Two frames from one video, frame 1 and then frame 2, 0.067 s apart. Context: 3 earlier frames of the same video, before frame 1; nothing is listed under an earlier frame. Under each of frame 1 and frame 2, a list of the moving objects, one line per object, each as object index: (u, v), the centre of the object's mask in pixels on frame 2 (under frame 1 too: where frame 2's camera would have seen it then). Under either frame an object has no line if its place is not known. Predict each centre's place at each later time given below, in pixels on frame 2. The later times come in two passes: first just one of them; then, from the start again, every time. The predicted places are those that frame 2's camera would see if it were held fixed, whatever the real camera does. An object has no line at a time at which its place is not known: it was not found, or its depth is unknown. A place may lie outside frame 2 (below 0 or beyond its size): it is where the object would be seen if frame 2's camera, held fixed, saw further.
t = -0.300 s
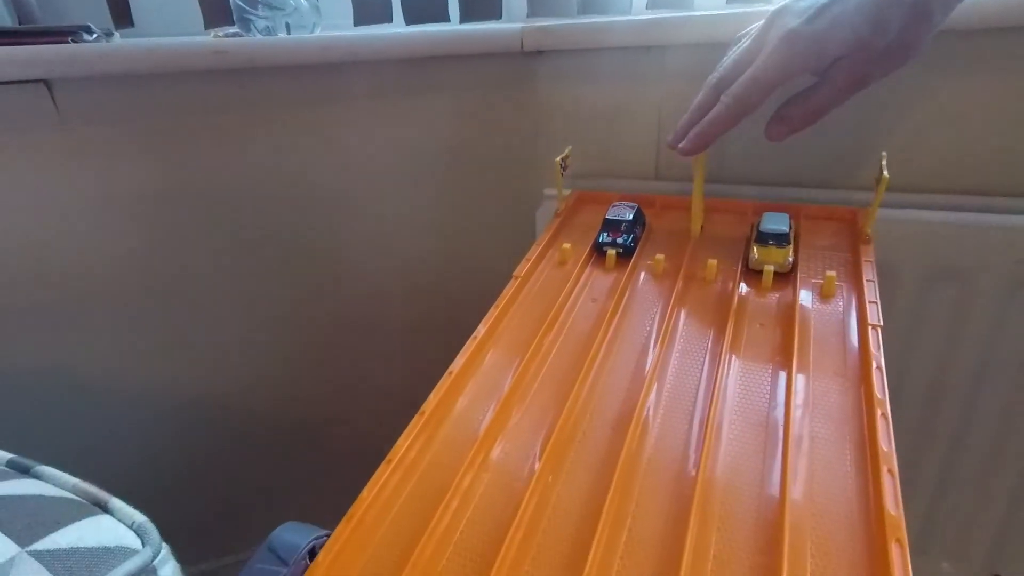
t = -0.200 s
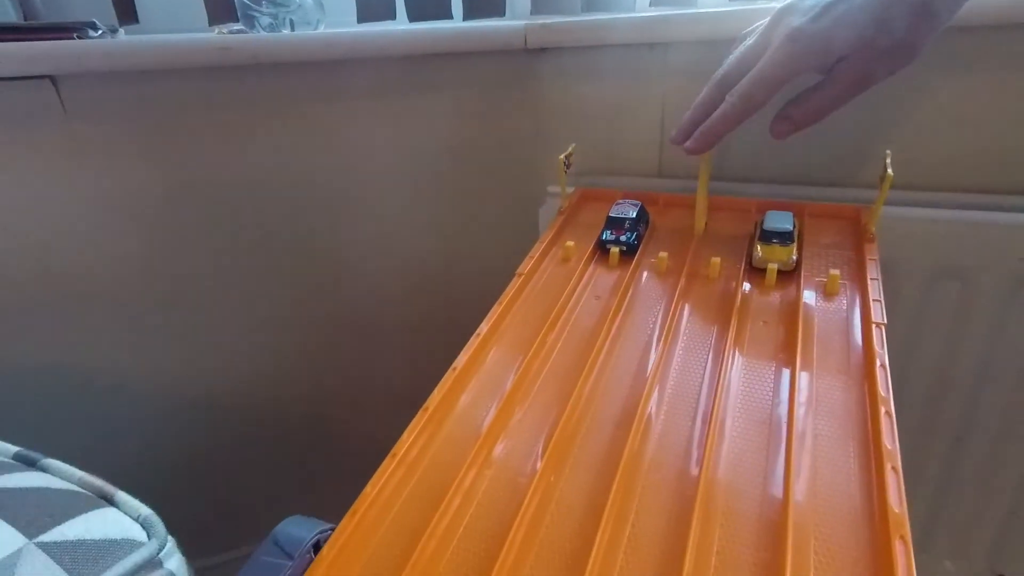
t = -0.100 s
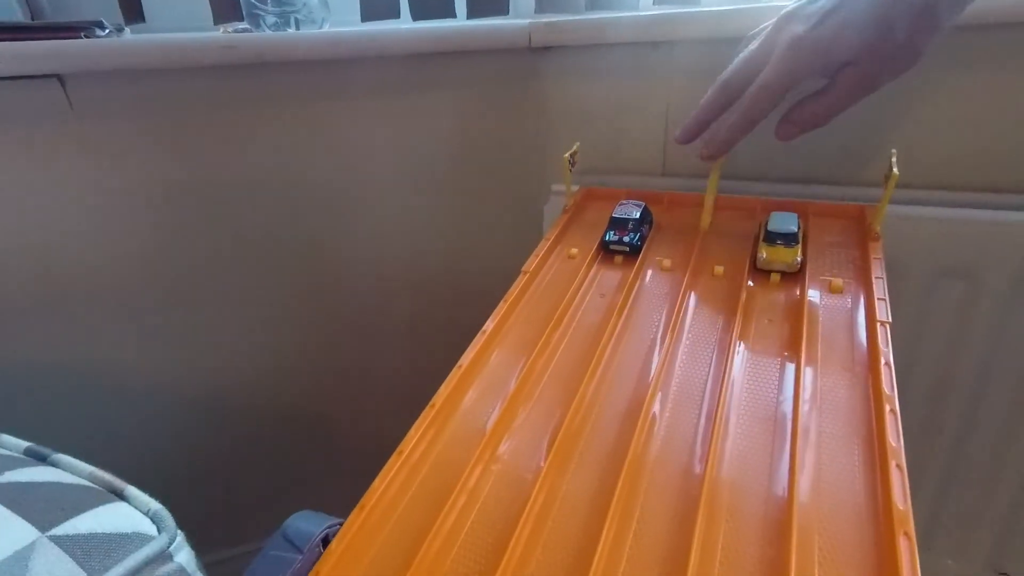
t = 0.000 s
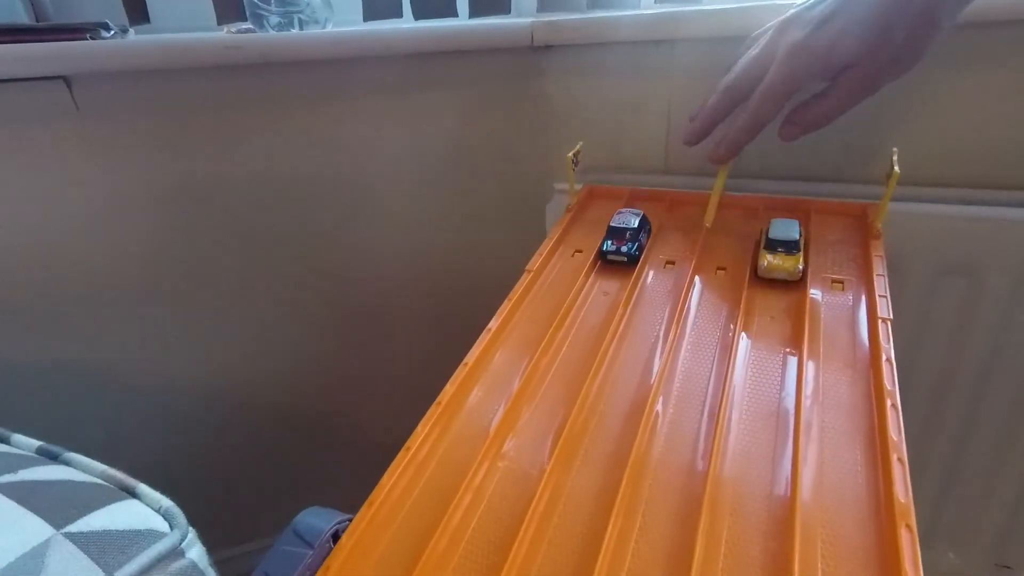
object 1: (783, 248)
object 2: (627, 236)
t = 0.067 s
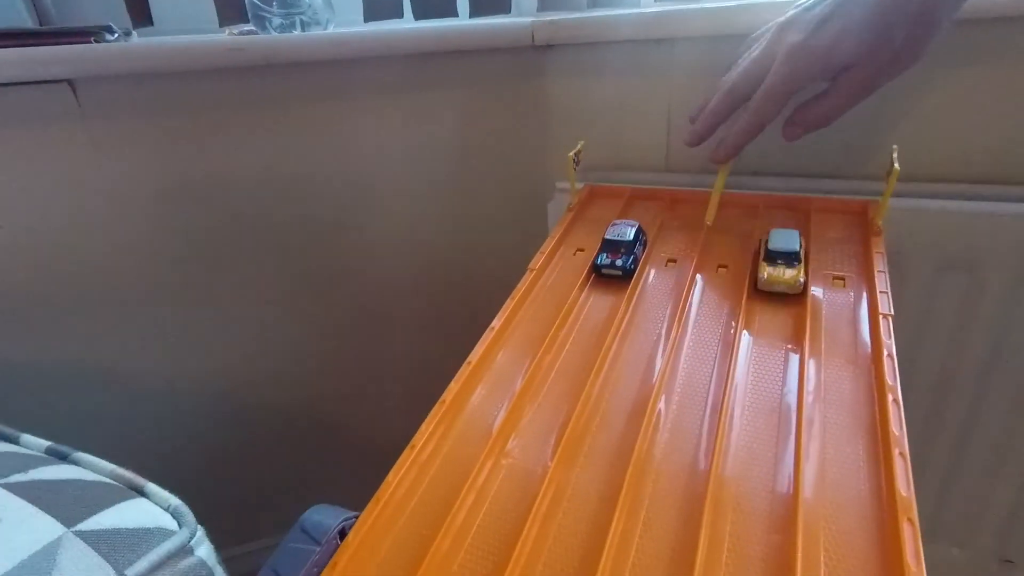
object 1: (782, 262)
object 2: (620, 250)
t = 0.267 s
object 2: (575, 343)
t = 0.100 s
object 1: (781, 272)
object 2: (616, 259)
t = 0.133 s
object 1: (780, 284)
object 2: (610, 271)
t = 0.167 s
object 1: (779, 299)
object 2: (604, 285)
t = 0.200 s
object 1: (776, 316)
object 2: (596, 301)
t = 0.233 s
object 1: (774, 338)
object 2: (587, 320)
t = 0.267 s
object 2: (575, 343)
